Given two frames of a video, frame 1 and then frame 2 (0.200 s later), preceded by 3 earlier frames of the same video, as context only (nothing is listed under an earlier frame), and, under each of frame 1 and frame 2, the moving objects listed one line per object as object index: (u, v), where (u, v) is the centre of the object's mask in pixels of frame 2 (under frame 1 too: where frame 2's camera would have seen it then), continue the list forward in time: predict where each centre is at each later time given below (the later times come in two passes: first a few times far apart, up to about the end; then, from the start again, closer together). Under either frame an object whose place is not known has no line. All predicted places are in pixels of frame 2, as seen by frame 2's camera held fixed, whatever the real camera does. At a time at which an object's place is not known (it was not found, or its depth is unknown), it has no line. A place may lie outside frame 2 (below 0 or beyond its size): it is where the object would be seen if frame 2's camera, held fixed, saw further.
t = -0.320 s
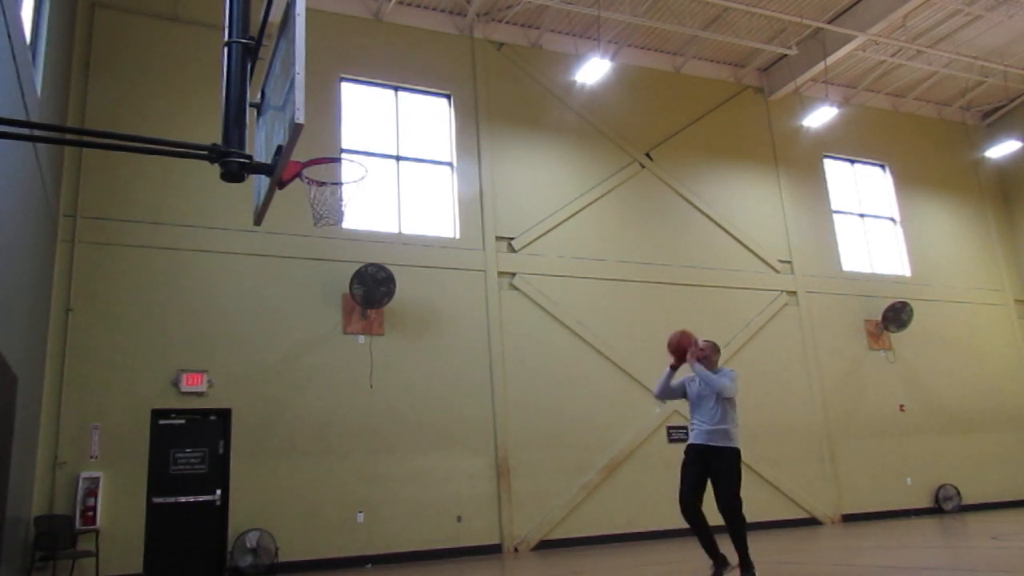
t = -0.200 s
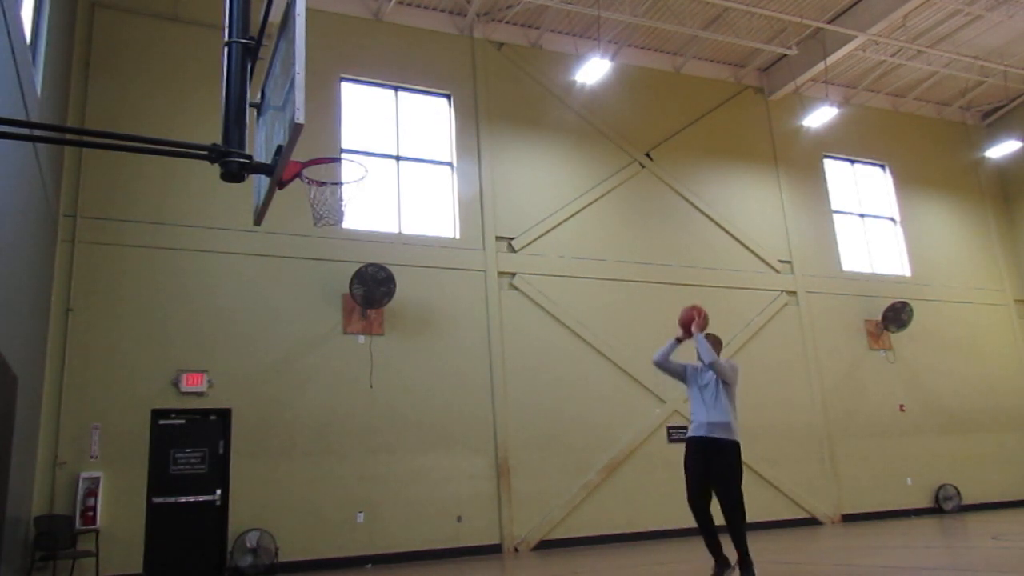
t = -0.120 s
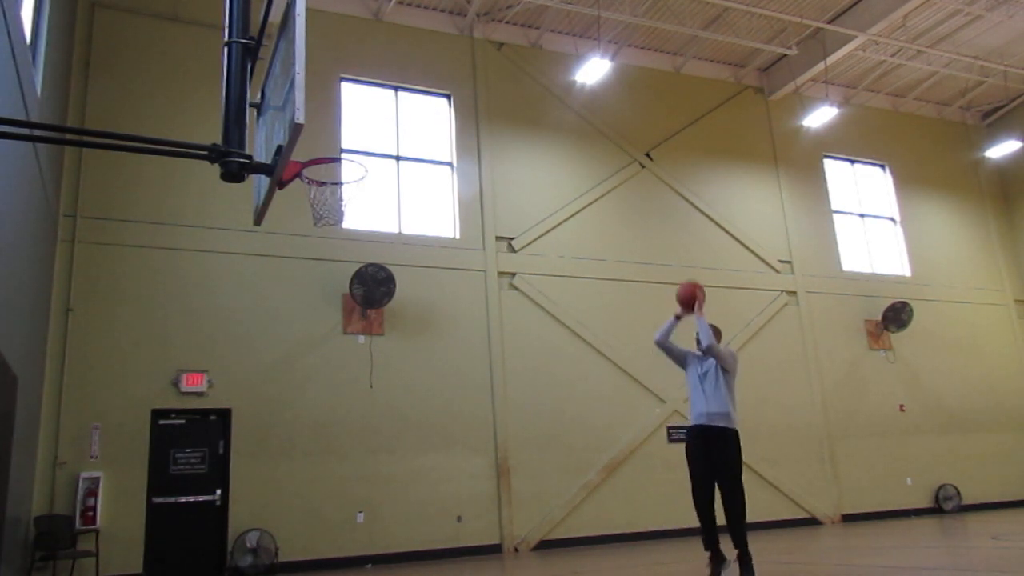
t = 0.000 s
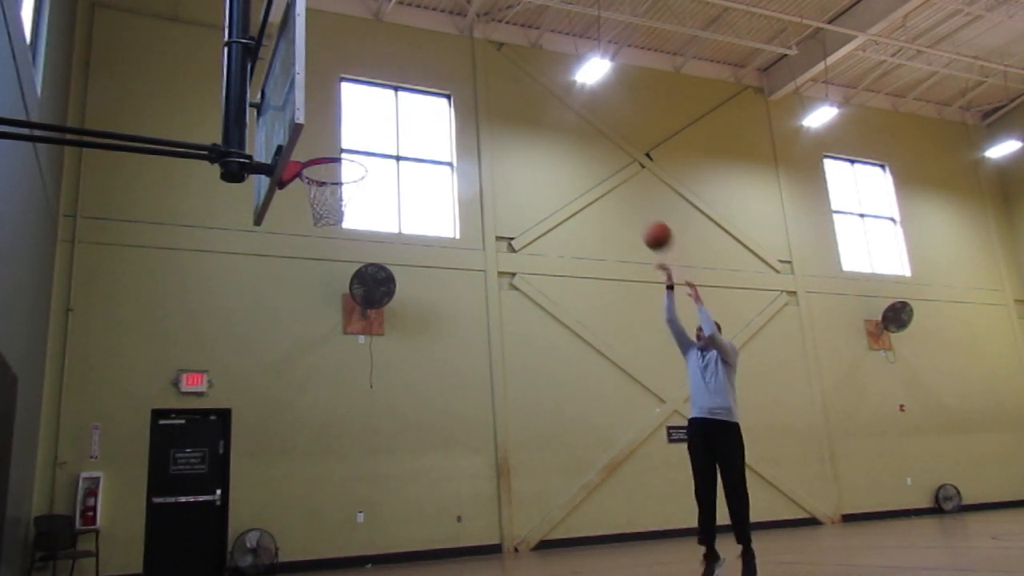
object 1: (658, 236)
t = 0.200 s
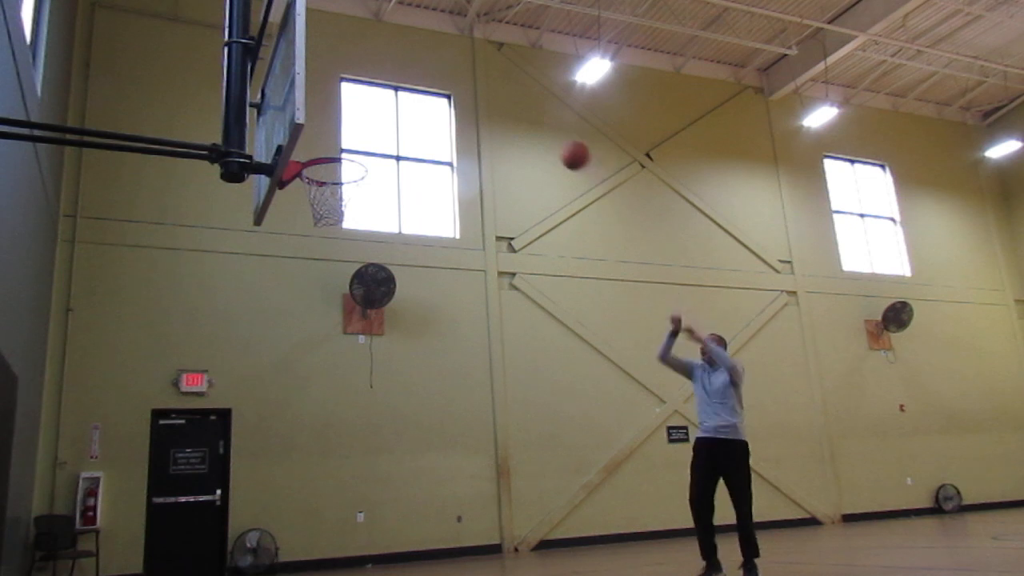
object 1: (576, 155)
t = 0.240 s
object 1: (560, 145)
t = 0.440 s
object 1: (479, 117)
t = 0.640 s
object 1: (397, 134)
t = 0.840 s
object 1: (322, 173)
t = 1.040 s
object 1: (354, 204)
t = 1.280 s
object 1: (347, 209)
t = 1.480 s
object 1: (317, 251)
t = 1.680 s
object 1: (283, 349)
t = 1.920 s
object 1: (242, 563)
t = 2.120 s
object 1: (219, 488)
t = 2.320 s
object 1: (199, 384)
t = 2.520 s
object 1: (181, 347)
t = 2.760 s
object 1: (156, 382)
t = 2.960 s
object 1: (129, 487)
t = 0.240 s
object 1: (560, 145)
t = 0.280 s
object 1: (544, 135)
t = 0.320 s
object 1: (527, 128)
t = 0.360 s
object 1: (511, 122)
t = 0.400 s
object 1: (495, 118)
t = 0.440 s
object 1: (479, 117)
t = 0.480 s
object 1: (464, 117)
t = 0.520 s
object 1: (448, 117)
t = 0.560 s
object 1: (430, 121)
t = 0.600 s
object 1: (413, 126)
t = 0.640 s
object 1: (397, 134)
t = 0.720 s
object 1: (363, 154)
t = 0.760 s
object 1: (348, 159)
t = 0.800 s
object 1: (334, 164)
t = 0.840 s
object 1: (322, 173)
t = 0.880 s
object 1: (325, 178)
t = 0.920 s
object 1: (334, 187)
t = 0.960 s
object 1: (342, 198)
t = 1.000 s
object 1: (350, 204)
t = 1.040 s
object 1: (354, 204)
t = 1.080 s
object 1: (354, 201)
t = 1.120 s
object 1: (355, 200)
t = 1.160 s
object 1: (355, 200)
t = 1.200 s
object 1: (354, 202)
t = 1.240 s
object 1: (351, 205)
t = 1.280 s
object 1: (347, 209)
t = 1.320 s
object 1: (342, 215)
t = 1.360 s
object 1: (335, 220)
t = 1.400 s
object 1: (329, 229)
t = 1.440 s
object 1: (323, 238)
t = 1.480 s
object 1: (317, 251)
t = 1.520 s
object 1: (310, 265)
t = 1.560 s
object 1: (304, 283)
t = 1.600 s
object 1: (297, 302)
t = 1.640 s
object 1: (290, 324)
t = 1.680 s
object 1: (283, 349)
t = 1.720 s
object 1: (276, 377)
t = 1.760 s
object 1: (269, 408)
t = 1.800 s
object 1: (261, 442)
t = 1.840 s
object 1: (253, 480)
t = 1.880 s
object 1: (246, 519)
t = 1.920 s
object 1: (242, 563)
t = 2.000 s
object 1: (229, 570)
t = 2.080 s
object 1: (223, 517)
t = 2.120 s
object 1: (219, 488)
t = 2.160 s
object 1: (214, 464)
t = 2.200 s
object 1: (212, 439)
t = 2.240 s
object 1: (209, 417)
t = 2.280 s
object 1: (203, 401)
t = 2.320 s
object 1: (199, 384)
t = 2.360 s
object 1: (196, 372)
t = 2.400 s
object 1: (192, 362)
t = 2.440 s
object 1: (188, 354)
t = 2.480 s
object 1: (184, 350)
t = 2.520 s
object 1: (181, 347)
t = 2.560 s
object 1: (177, 346)
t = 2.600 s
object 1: (173, 348)
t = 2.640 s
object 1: (169, 353)
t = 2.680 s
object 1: (165, 360)
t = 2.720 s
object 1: (161, 370)
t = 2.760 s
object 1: (156, 382)
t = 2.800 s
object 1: (151, 397)
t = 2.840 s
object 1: (145, 416)
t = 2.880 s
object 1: (141, 437)
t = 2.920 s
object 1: (135, 460)
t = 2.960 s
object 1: (129, 487)
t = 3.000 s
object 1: (123, 518)
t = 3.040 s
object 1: (118, 551)
